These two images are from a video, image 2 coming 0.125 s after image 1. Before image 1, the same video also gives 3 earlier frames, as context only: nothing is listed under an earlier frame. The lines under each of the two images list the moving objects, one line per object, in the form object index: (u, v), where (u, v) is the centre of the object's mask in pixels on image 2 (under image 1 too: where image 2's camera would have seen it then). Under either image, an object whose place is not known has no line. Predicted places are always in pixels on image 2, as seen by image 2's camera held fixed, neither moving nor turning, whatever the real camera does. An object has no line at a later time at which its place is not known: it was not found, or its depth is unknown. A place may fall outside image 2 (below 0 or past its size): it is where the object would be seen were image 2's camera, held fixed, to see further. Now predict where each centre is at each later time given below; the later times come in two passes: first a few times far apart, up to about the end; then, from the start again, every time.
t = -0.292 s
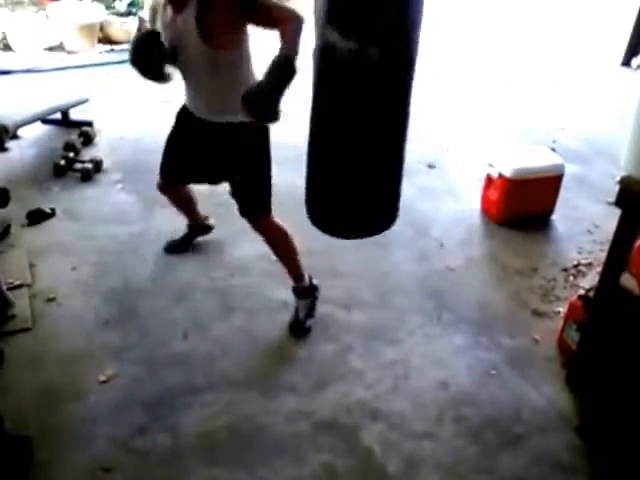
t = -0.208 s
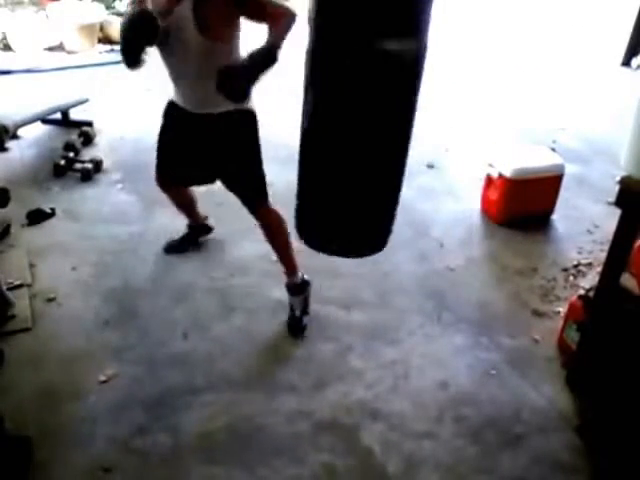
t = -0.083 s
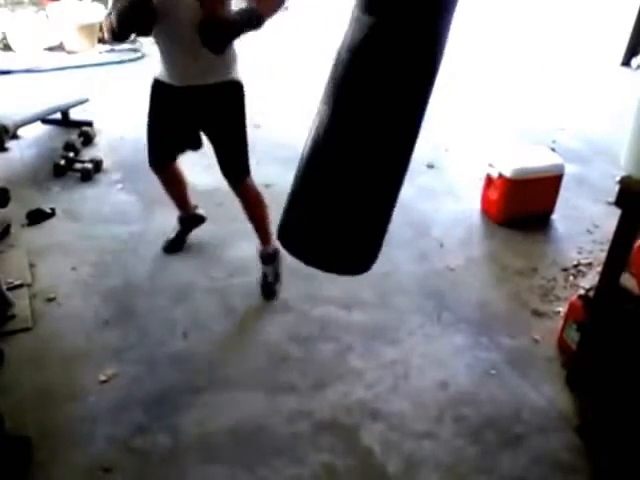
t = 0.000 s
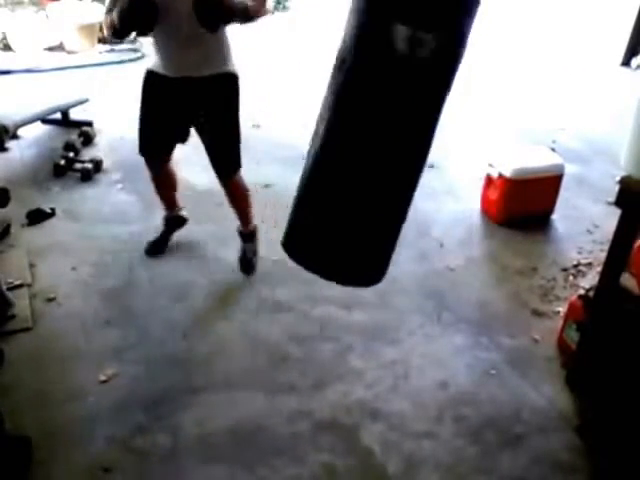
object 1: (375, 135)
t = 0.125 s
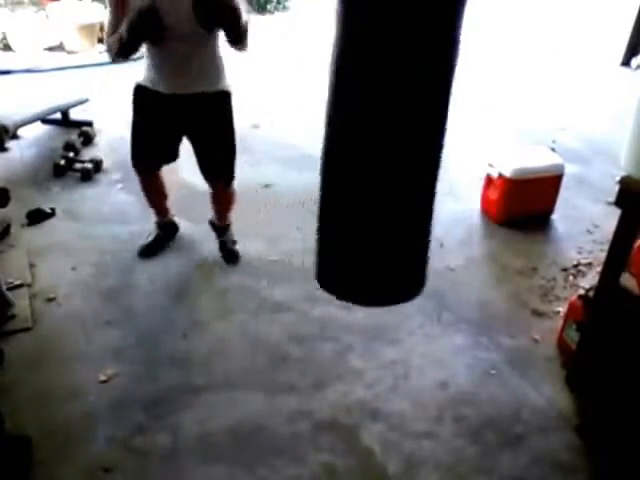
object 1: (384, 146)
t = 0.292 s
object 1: (409, 151)
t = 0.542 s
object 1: (453, 155)
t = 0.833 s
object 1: (478, 148)
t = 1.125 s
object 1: (482, 126)
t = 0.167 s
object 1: (389, 150)
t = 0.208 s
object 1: (396, 152)
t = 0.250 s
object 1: (403, 151)
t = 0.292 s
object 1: (409, 151)
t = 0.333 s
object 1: (415, 153)
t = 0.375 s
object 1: (423, 156)
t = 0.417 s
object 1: (431, 158)
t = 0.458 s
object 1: (438, 160)
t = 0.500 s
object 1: (445, 159)
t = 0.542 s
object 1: (453, 155)
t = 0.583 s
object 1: (459, 153)
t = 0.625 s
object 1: (463, 152)
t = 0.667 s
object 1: (465, 152)
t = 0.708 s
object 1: (467, 151)
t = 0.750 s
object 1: (470, 151)
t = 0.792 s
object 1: (474, 151)
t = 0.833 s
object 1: (478, 148)
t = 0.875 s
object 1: (481, 143)
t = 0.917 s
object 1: (484, 139)
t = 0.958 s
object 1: (487, 135)
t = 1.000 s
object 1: (488, 131)
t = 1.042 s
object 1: (488, 128)
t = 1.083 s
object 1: (486, 127)
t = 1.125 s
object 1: (482, 126)
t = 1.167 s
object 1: (480, 123)
